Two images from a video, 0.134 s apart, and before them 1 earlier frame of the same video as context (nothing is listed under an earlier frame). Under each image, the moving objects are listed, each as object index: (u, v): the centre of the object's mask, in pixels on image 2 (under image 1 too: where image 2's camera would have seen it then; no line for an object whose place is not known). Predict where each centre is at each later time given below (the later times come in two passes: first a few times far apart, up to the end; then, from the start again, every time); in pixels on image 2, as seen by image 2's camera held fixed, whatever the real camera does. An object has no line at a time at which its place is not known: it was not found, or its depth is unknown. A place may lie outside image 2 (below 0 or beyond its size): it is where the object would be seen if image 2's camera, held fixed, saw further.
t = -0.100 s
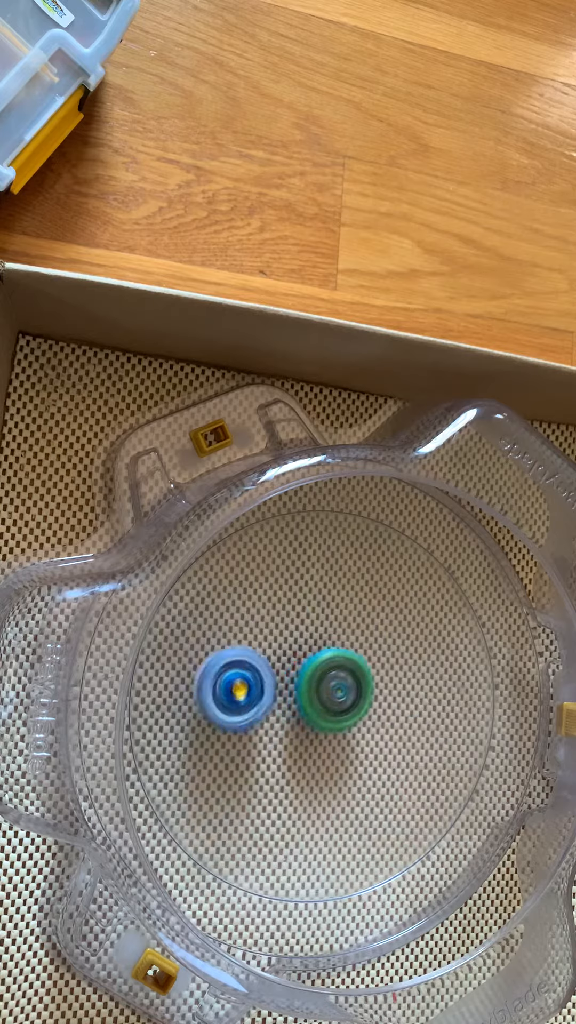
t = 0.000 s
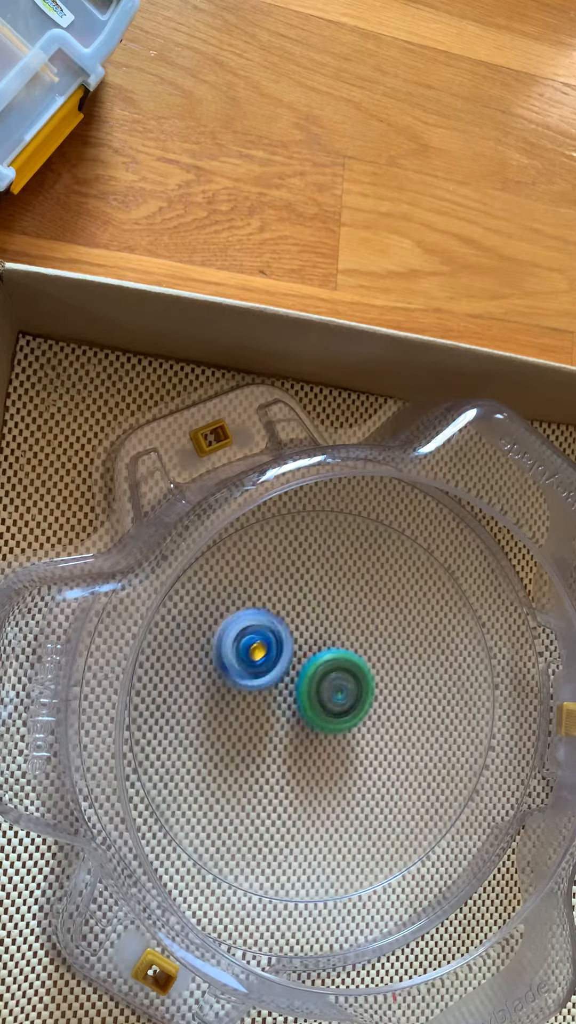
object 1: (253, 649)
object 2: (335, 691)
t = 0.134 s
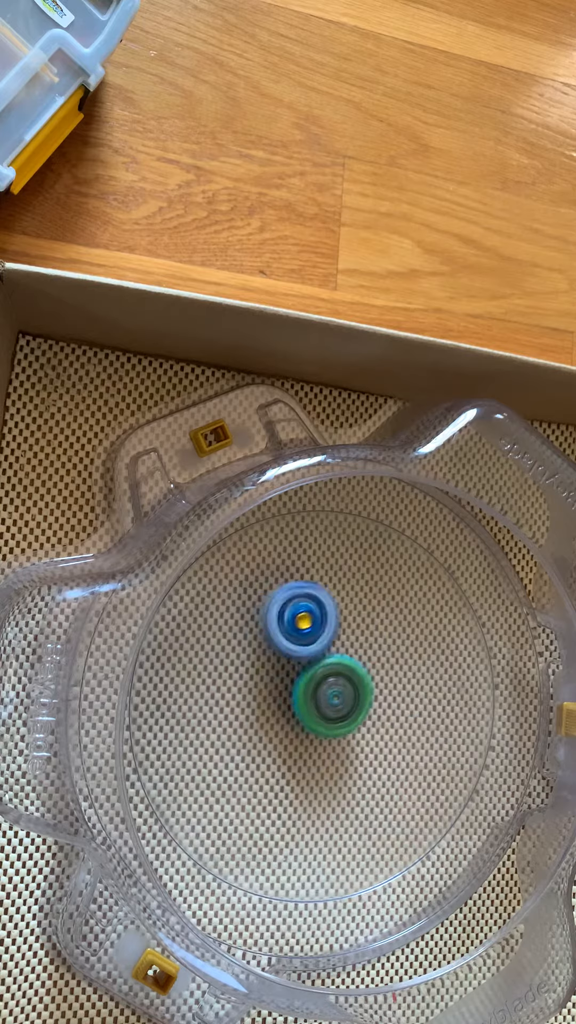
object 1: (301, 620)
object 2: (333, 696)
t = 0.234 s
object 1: (339, 616)
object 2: (331, 702)
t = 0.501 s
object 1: (415, 683)
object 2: (315, 717)
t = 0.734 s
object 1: (382, 765)
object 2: (314, 714)
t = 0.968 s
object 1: (297, 788)
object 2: (313, 693)
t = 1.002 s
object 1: (285, 784)
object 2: (314, 691)
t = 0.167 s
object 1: (313, 616)
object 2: (333, 699)
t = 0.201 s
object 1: (326, 614)
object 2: (332, 701)
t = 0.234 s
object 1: (339, 616)
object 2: (331, 702)
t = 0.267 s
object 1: (351, 619)
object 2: (331, 704)
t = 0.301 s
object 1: (362, 626)
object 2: (330, 705)
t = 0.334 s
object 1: (372, 634)
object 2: (330, 706)
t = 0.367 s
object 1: (382, 642)
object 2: (327, 708)
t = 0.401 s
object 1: (394, 650)
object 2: (322, 712)
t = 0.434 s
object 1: (402, 660)
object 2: (319, 715)
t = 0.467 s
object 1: (410, 670)
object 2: (317, 717)
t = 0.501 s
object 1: (415, 683)
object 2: (315, 717)
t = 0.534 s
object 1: (419, 695)
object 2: (314, 717)
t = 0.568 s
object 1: (419, 709)
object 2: (313, 717)
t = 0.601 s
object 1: (416, 723)
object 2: (313, 717)
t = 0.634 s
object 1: (412, 736)
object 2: (313, 717)
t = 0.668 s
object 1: (403, 747)
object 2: (313, 716)
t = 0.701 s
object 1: (394, 758)
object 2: (314, 715)
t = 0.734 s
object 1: (382, 765)
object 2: (314, 714)
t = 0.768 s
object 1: (371, 772)
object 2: (314, 711)
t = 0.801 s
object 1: (361, 779)
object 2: (313, 709)
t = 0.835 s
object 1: (349, 784)
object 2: (312, 707)
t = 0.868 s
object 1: (337, 787)
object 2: (312, 703)
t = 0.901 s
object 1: (324, 788)
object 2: (312, 701)
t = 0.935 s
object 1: (311, 789)
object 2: (312, 697)
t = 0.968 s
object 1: (297, 788)
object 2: (313, 693)
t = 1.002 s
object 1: (285, 784)
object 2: (314, 691)
